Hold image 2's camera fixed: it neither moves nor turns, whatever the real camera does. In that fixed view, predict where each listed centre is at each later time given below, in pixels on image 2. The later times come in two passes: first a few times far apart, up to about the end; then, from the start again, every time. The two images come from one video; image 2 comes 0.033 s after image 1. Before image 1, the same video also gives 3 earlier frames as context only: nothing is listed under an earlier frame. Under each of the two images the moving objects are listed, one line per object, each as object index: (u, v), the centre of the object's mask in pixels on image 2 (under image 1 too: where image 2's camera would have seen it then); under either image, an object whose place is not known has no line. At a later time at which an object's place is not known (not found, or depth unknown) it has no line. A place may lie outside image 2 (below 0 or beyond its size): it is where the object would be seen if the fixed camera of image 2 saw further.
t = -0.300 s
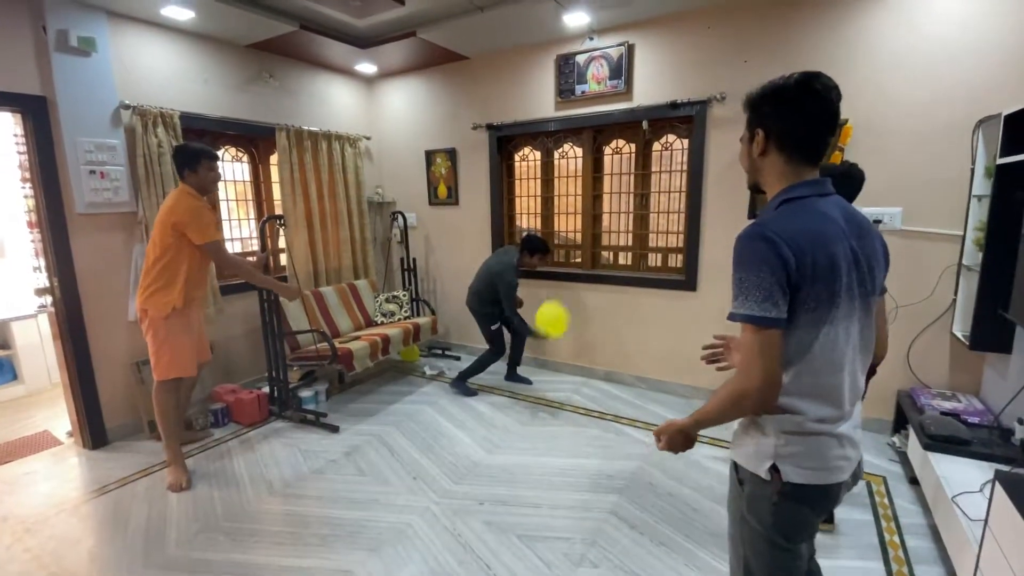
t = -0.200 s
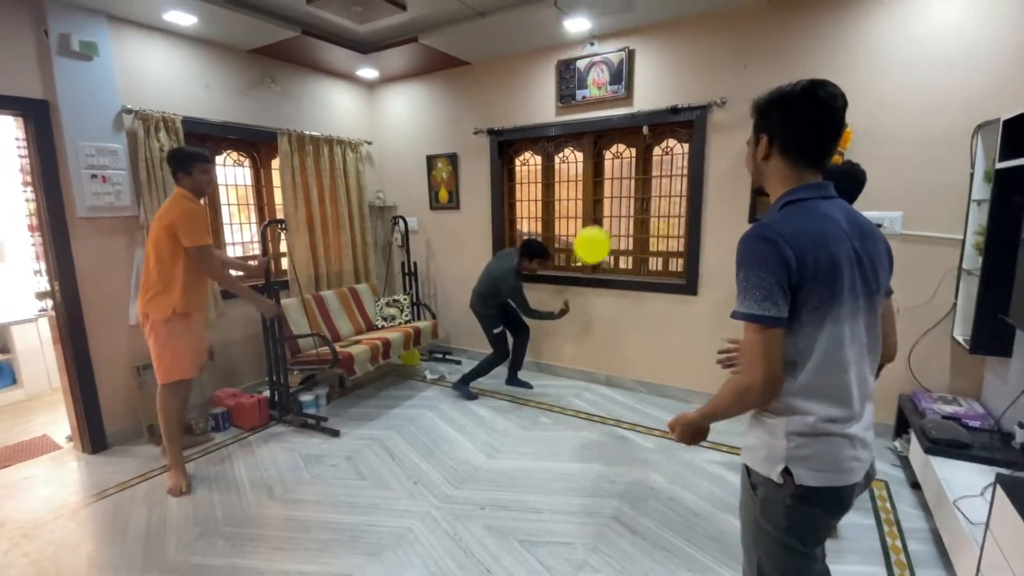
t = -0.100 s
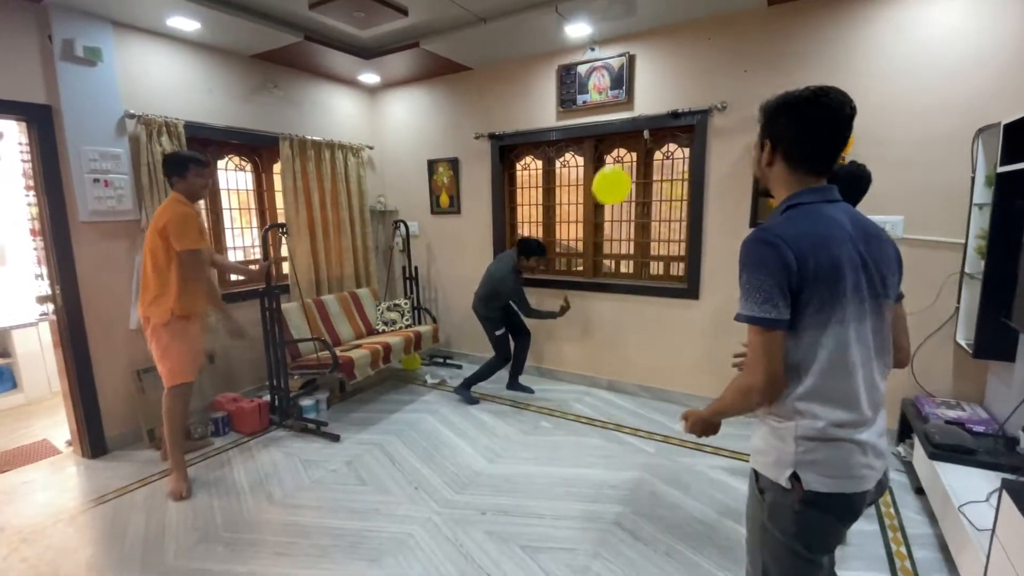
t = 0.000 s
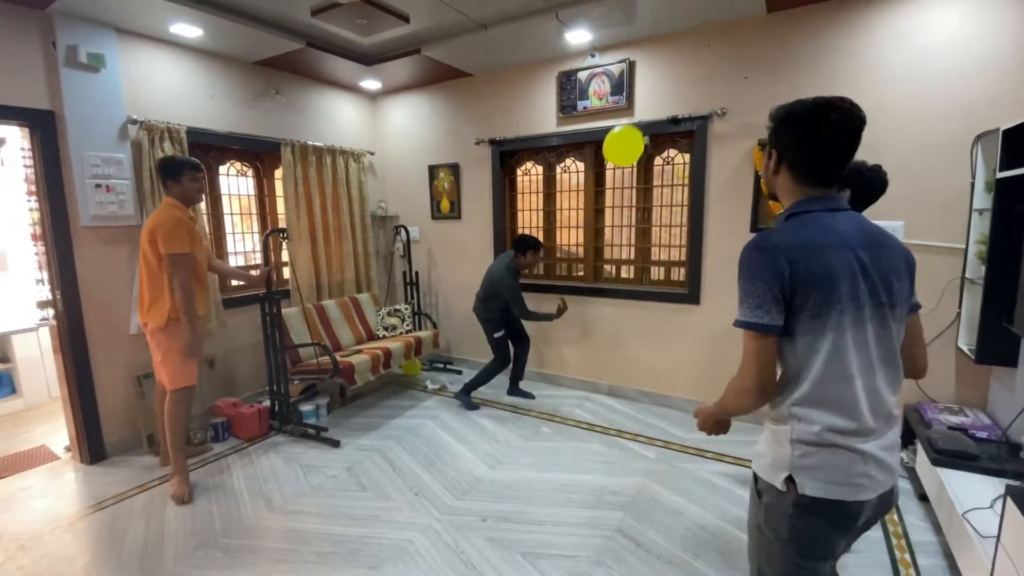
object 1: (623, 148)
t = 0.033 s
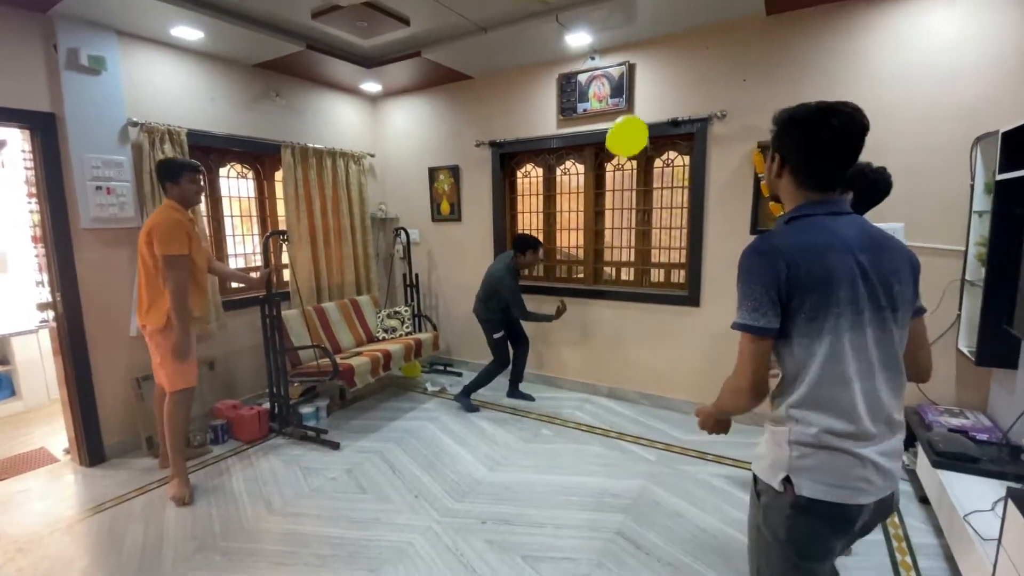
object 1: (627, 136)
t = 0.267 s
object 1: (654, 80)
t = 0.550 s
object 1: (676, 54)
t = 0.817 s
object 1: (693, 53)
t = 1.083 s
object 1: (705, 70)
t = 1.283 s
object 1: (710, 95)
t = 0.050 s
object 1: (629, 131)
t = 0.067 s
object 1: (631, 125)
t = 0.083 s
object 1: (633, 121)
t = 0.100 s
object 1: (635, 116)
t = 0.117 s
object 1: (637, 111)
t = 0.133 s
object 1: (639, 107)
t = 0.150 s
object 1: (641, 103)
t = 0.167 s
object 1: (642, 99)
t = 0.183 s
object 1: (645, 95)
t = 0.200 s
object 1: (646, 92)
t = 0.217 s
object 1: (648, 89)
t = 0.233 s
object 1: (650, 86)
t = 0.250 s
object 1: (651, 83)
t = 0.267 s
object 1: (654, 80)
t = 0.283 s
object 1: (655, 78)
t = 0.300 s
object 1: (656, 76)
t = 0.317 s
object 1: (657, 73)
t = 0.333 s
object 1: (658, 72)
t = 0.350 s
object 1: (660, 70)
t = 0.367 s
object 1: (662, 68)
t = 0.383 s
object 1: (663, 66)
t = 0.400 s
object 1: (665, 64)
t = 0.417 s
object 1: (666, 62)
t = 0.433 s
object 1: (667, 60)
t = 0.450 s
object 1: (668, 59)
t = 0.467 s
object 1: (670, 58)
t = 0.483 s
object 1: (671, 57)
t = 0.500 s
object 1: (672, 56)
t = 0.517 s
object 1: (674, 55)
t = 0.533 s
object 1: (675, 54)
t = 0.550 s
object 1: (676, 54)
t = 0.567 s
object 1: (677, 53)
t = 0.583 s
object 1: (679, 52)
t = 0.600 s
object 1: (680, 52)
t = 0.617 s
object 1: (681, 51)
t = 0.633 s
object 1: (682, 51)
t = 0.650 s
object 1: (683, 51)
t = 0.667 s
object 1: (684, 51)
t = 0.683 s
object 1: (685, 51)
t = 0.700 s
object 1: (687, 51)
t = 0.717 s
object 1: (688, 51)
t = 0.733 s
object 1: (689, 51)
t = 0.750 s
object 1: (689, 51)
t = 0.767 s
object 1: (690, 51)
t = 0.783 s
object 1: (692, 52)
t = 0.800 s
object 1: (693, 52)
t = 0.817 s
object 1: (693, 53)
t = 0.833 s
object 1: (694, 53)
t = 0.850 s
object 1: (695, 54)
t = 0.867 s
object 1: (696, 54)
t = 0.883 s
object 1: (697, 55)
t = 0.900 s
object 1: (698, 56)
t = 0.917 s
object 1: (698, 57)
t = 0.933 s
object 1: (699, 58)
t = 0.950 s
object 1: (700, 60)
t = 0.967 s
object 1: (701, 61)
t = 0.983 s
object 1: (701, 62)
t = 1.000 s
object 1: (702, 63)
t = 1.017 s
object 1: (703, 64)
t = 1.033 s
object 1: (704, 65)
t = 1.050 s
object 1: (704, 67)
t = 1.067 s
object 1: (705, 68)
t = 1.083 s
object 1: (705, 70)
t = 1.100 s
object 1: (706, 72)
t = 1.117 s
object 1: (706, 74)
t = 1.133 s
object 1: (707, 76)
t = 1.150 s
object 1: (707, 78)
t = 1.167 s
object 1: (708, 80)
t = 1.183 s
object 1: (708, 81)
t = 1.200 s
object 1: (709, 83)
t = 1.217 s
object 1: (709, 85)
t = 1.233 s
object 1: (709, 88)
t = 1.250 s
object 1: (709, 91)
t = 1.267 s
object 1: (710, 93)
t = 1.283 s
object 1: (710, 95)
